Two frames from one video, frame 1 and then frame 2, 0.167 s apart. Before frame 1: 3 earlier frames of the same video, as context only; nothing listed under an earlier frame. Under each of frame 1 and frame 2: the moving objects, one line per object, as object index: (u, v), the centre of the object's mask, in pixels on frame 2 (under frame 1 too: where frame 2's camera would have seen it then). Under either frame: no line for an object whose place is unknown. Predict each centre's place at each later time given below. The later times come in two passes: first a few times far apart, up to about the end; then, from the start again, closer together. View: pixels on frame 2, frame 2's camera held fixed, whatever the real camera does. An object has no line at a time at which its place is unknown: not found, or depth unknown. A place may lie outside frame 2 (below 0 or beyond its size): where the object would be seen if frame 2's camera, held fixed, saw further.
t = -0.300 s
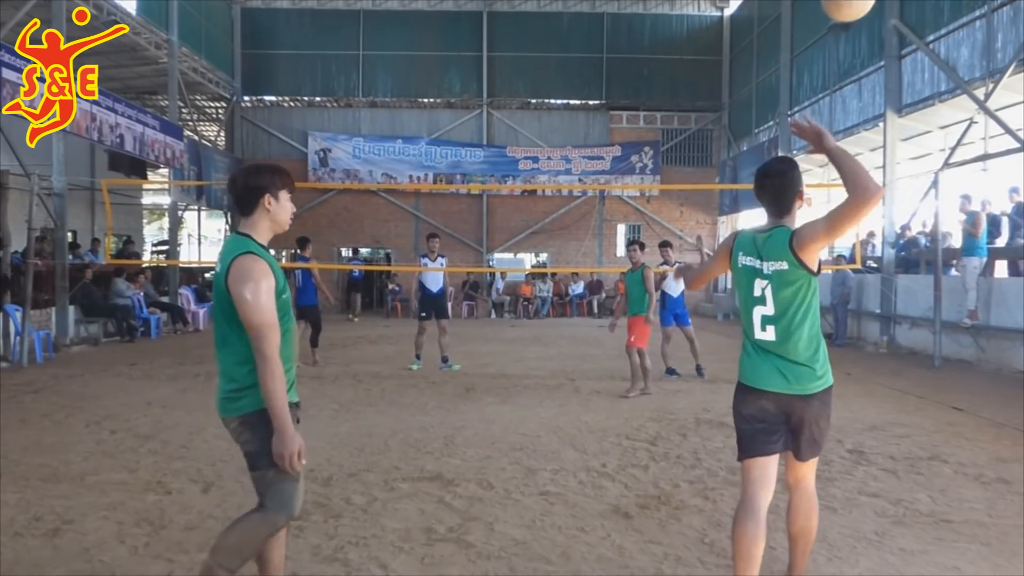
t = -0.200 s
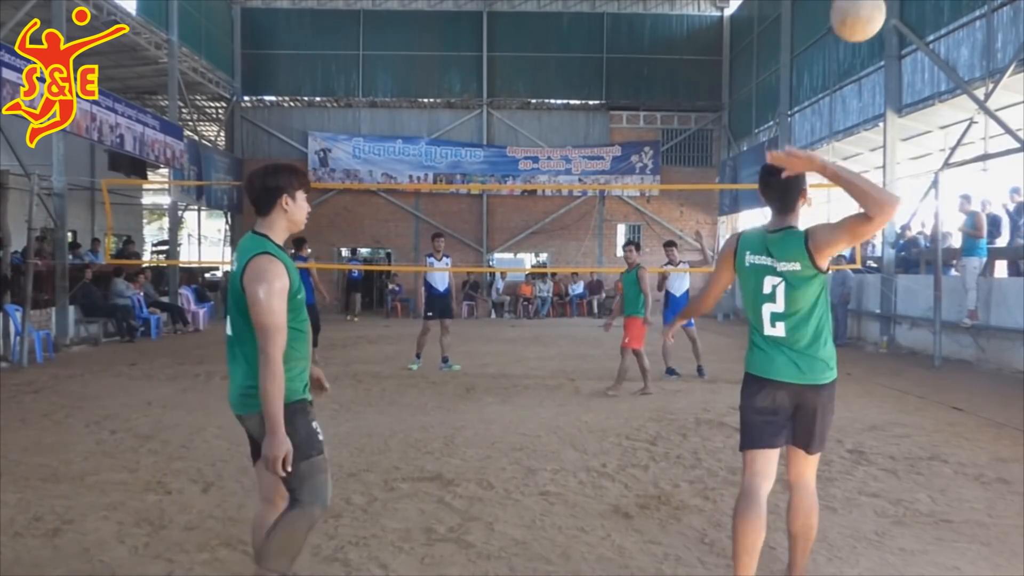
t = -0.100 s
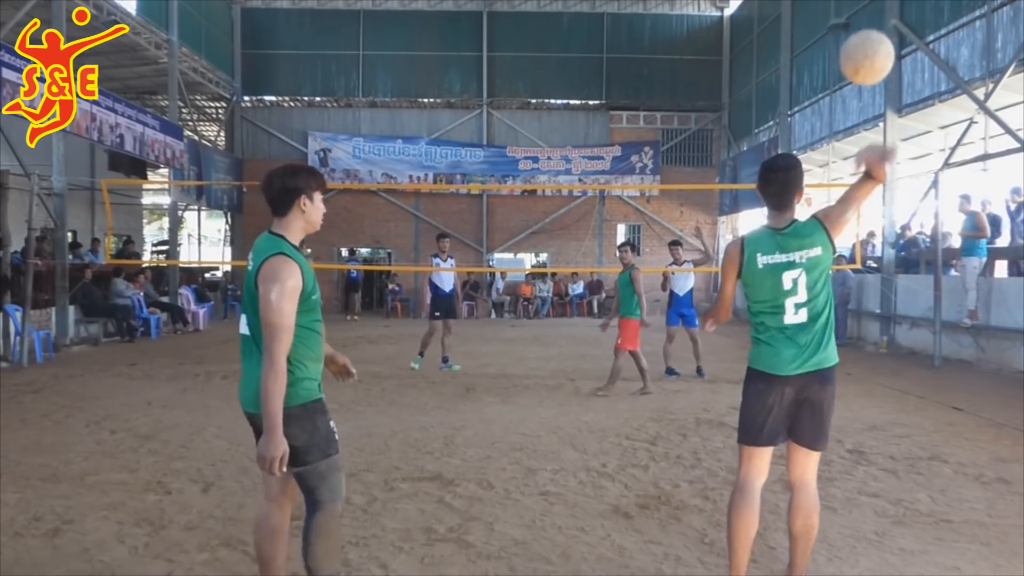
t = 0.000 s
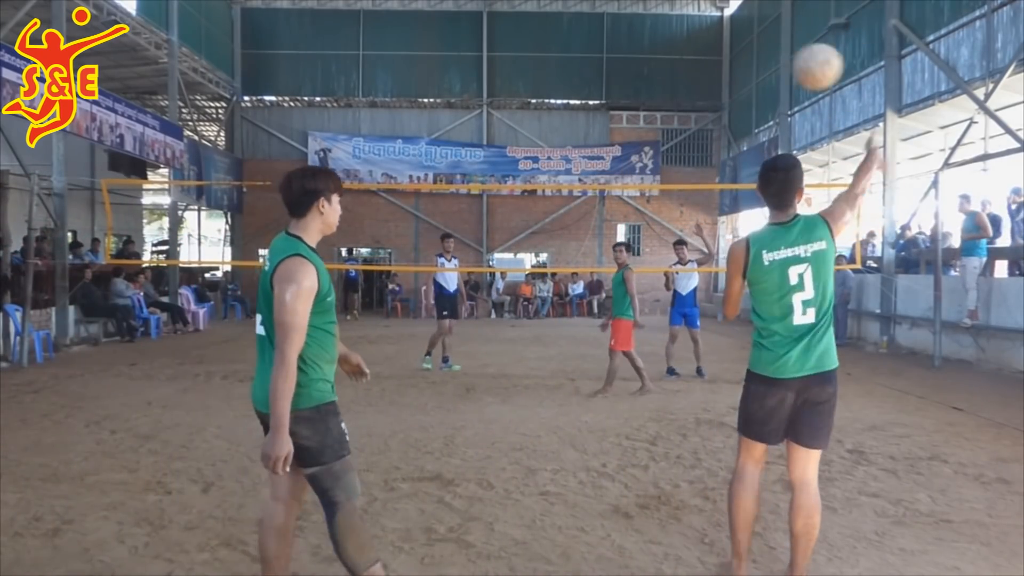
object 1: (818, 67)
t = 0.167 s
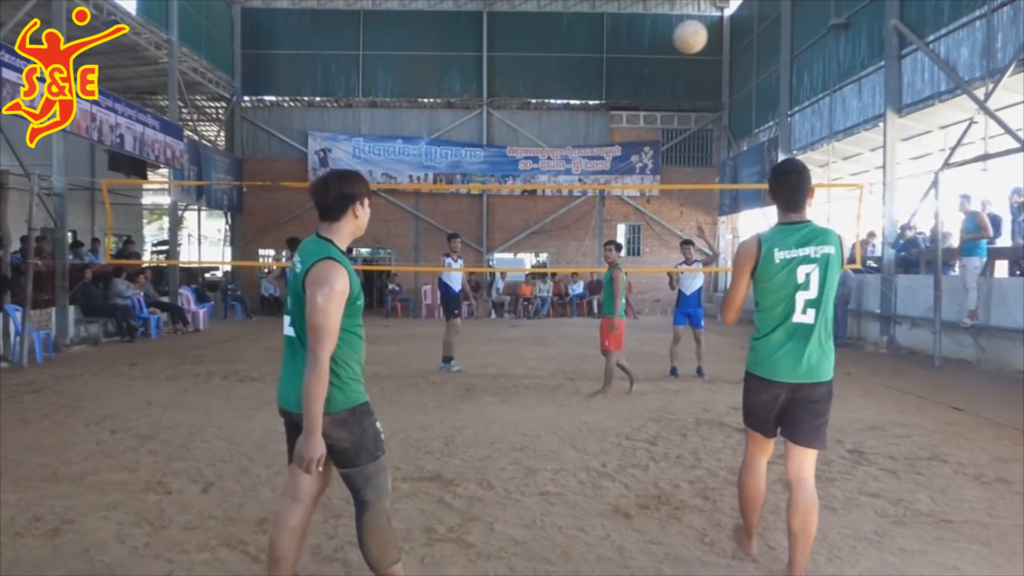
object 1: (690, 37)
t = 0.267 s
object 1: (641, 41)
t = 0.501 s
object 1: (564, 83)
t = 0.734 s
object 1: (513, 146)
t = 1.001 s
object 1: (471, 231)
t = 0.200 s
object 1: (672, 37)
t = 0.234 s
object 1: (656, 39)
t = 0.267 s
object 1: (641, 41)
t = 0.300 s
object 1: (628, 45)
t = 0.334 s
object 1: (615, 50)
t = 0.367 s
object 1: (603, 55)
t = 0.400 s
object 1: (592, 61)
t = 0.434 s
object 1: (582, 68)
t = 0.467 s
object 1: (573, 75)
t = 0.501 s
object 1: (564, 83)
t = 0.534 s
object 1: (555, 90)
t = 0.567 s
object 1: (547, 99)
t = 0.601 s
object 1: (540, 108)
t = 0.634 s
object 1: (533, 117)
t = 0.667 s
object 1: (526, 126)
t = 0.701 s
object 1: (519, 137)
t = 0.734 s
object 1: (513, 146)
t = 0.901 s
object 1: (485, 198)
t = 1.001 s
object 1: (471, 231)
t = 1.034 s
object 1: (467, 243)
